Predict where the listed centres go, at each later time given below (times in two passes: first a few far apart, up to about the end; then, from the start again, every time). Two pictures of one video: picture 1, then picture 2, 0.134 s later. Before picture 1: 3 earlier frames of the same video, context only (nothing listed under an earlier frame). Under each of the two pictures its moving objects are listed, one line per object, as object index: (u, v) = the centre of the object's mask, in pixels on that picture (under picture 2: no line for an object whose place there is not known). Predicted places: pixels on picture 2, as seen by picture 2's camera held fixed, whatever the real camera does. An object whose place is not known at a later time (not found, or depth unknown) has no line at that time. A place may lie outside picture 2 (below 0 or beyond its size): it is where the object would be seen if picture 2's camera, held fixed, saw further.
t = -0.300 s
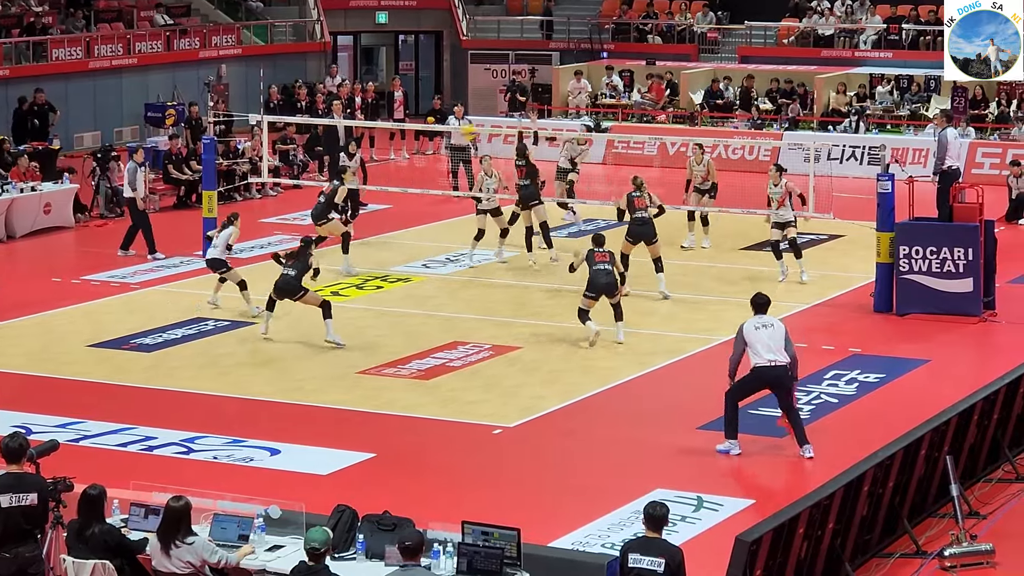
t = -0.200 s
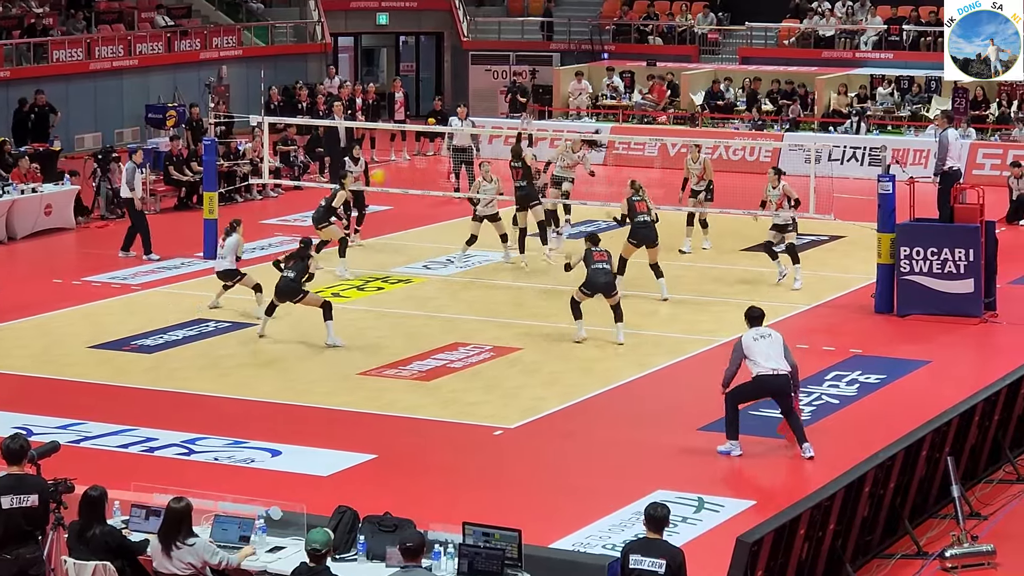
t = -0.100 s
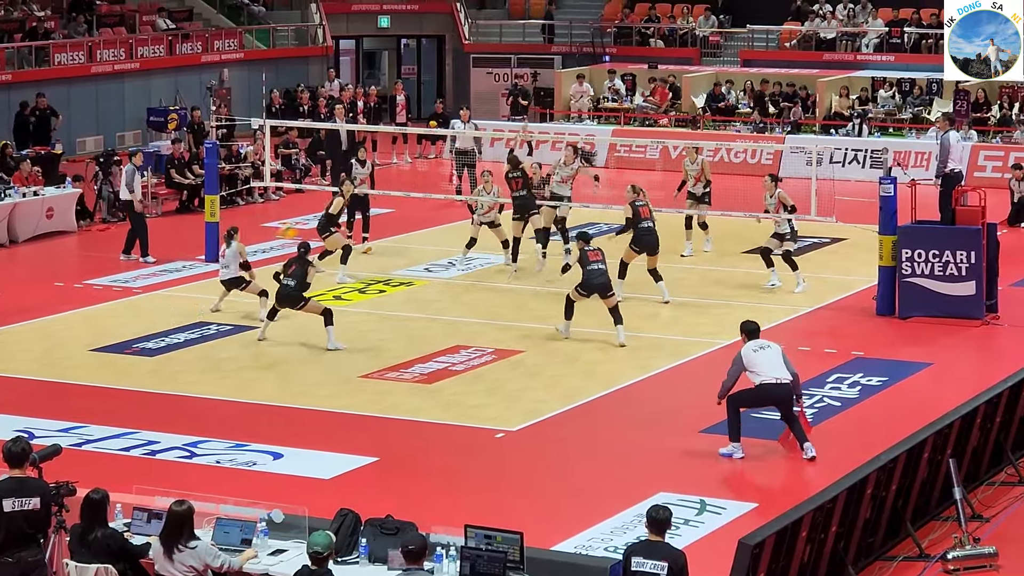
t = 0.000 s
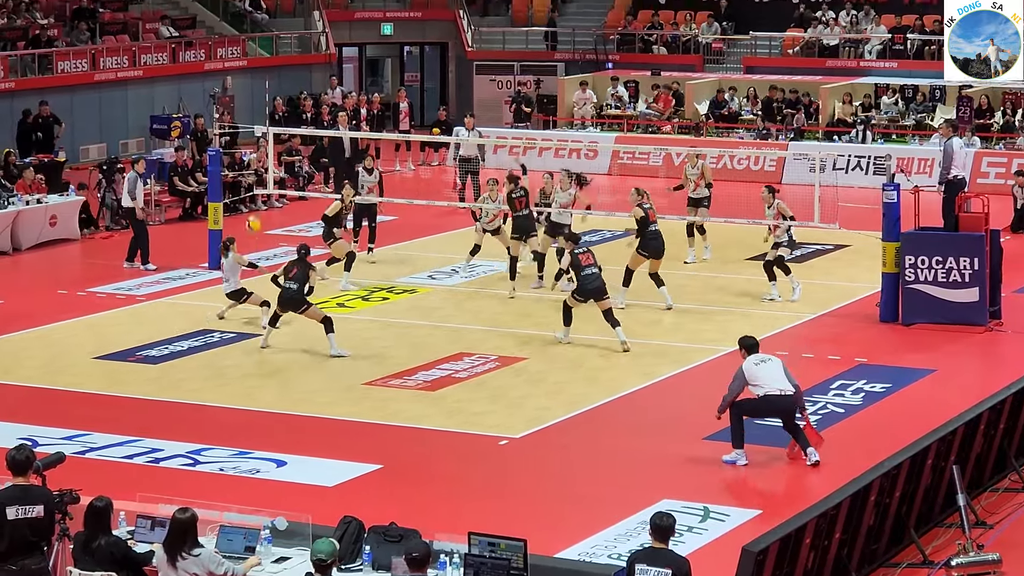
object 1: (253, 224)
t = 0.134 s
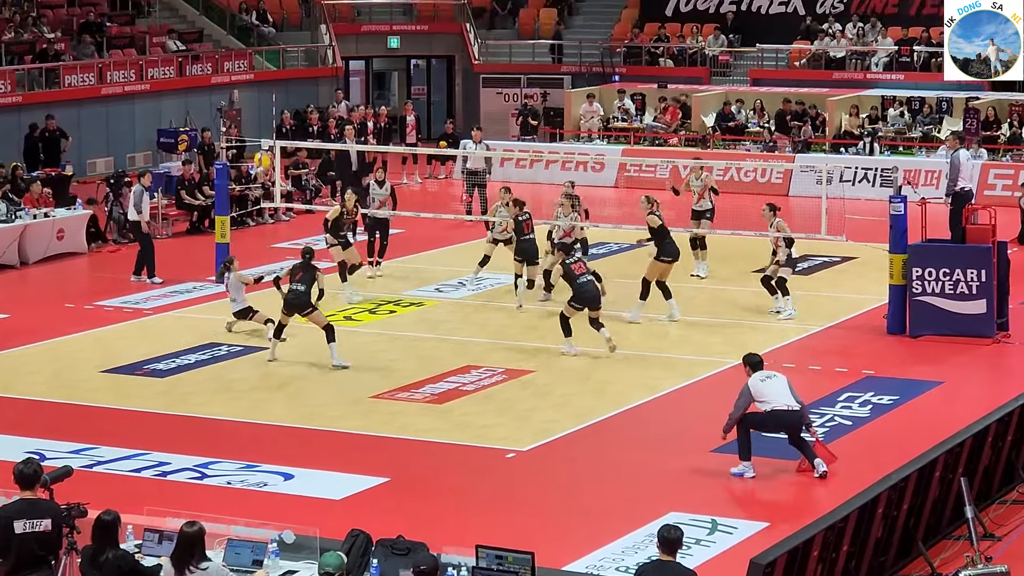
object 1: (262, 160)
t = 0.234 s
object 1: (262, 110)
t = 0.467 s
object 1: (260, 23)
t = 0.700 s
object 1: (258, -25)
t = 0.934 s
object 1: (255, -33)
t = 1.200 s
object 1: (257, 8)
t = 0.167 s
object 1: (262, 142)
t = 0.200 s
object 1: (262, 126)
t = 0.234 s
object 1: (262, 110)
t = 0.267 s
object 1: (262, 95)
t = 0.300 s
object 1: (262, 81)
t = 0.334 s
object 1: (261, 68)
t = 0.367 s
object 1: (261, 56)
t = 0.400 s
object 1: (261, 44)
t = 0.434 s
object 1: (260, 33)
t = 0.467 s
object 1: (260, 23)
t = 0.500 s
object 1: (259, 15)
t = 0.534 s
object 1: (259, 5)
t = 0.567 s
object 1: (259, -2)
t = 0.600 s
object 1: (259, -9)
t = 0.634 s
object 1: (258, -15)
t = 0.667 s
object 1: (258, -21)
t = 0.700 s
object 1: (258, -25)
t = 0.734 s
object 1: (257, -29)
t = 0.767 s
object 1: (257, -32)
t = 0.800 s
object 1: (257, -33)
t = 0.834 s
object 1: (257, -34)
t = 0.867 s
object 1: (257, -34)
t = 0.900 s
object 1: (256, -34)
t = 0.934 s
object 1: (255, -33)
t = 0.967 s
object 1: (256, -30)
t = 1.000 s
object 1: (254, -28)
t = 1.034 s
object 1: (255, -24)
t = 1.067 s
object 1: (256, -19)
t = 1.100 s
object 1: (256, -13)
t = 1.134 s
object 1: (256, -7)
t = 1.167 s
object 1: (256, 0)
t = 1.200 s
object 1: (257, 8)
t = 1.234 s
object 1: (257, 16)
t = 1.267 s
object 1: (258, 26)
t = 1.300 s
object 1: (258, 36)
